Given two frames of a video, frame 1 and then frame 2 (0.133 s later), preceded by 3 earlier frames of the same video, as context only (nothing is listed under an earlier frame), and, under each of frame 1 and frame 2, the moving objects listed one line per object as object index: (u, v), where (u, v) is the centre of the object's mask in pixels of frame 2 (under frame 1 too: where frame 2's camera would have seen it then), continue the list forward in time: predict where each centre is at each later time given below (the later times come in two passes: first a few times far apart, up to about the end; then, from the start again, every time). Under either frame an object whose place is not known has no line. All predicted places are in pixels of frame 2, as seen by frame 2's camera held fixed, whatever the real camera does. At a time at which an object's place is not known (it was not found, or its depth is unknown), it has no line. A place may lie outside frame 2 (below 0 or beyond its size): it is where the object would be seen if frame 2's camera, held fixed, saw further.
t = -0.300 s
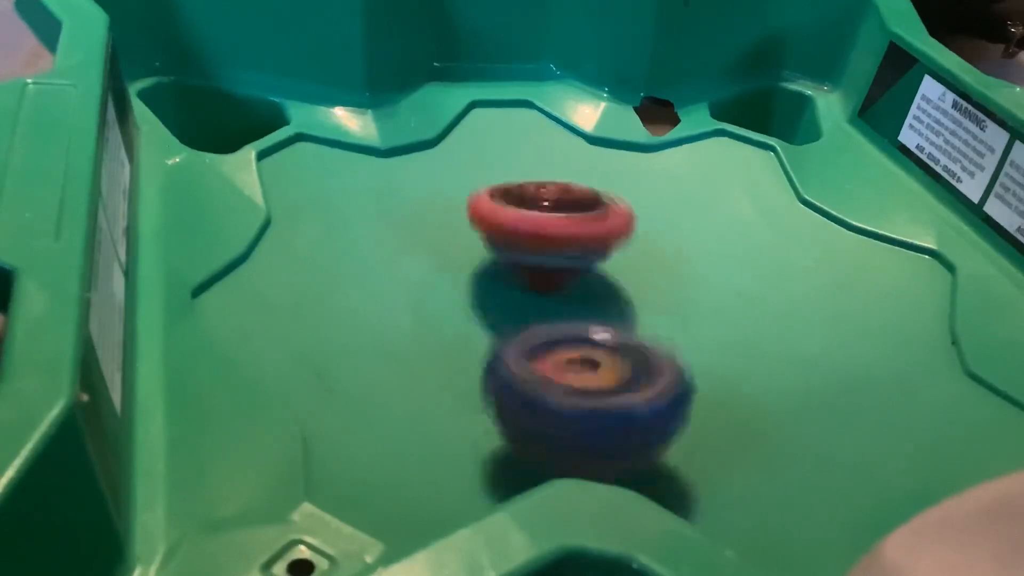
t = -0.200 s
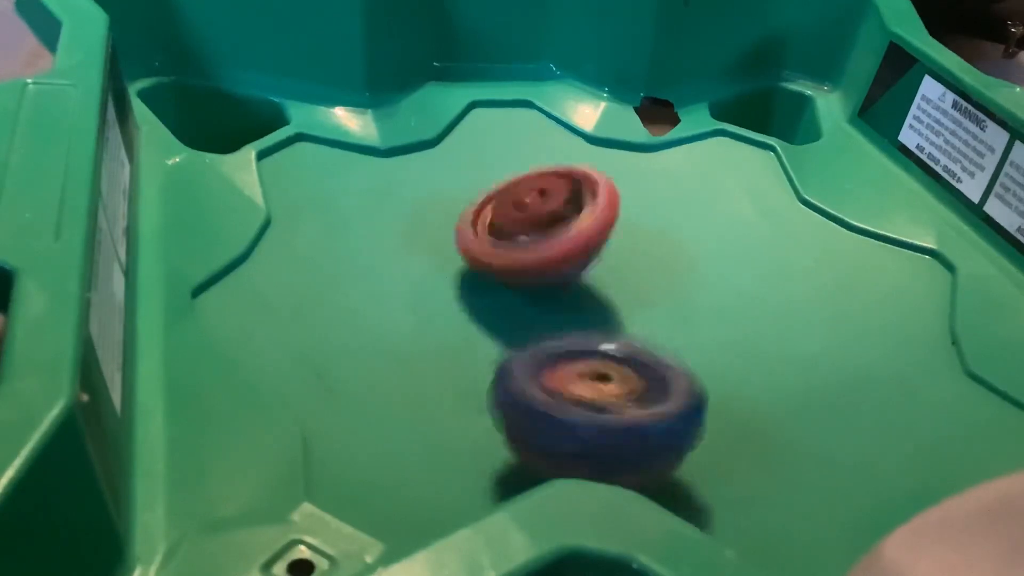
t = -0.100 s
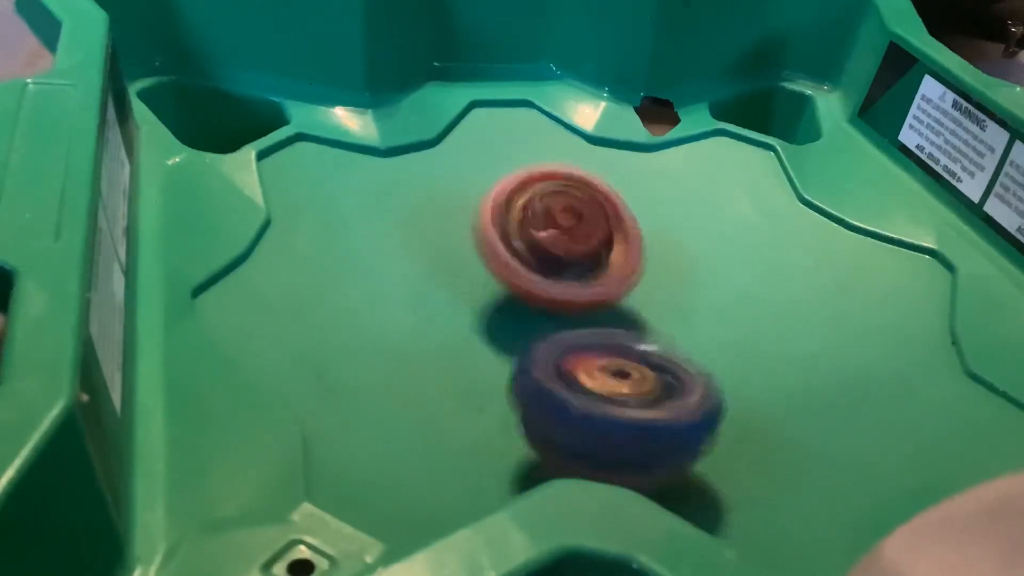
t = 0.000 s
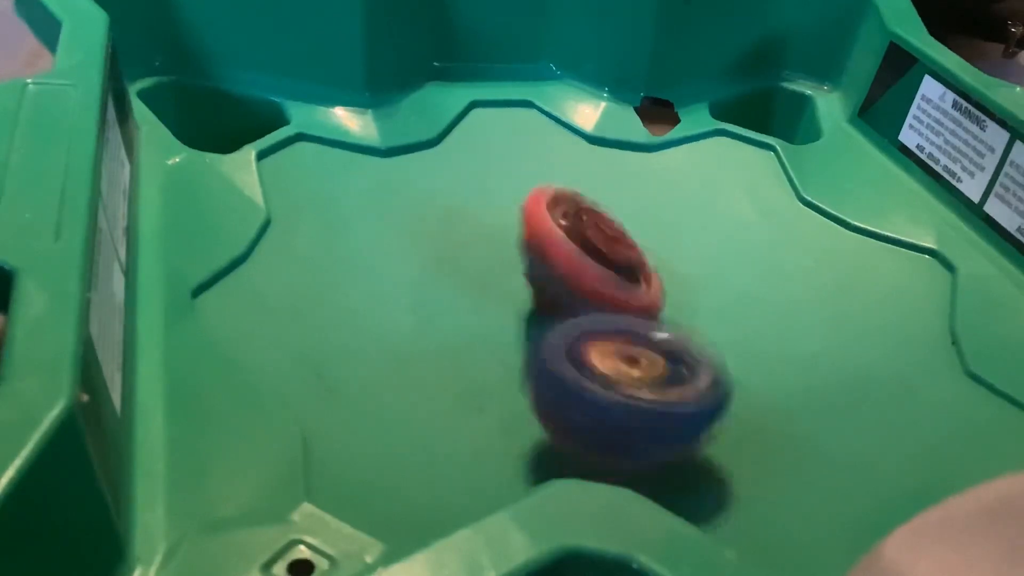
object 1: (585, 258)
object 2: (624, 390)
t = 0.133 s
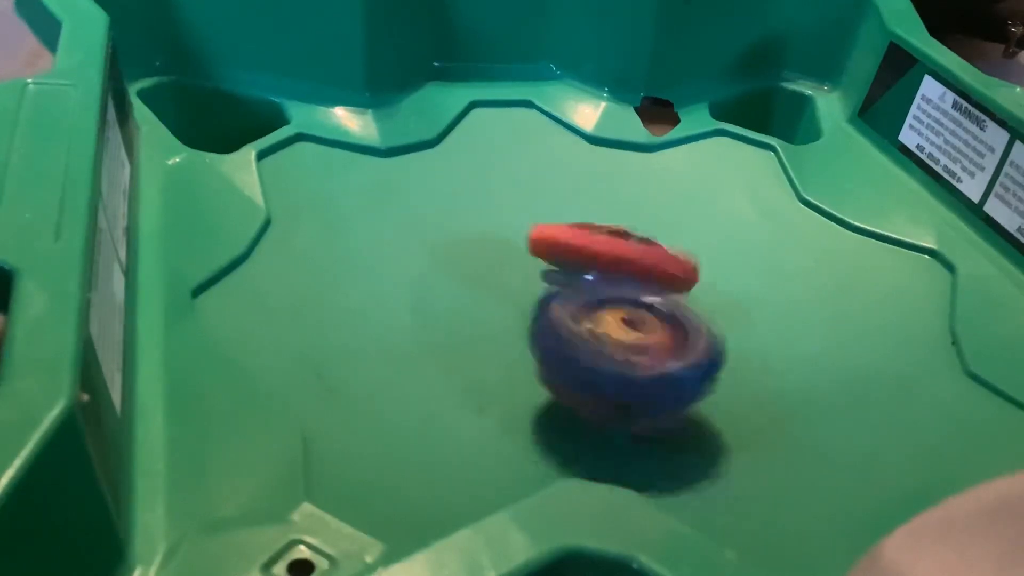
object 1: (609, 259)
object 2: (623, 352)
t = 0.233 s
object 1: (642, 240)
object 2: (619, 361)
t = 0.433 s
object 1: (675, 235)
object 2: (599, 366)
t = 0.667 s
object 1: (684, 278)
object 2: (532, 362)
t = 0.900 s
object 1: (664, 285)
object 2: (534, 334)
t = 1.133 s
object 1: (667, 290)
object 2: (490, 326)
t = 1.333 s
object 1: (651, 299)
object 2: (506, 328)
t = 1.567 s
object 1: (649, 299)
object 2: (505, 327)
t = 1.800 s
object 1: (650, 299)
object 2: (504, 326)
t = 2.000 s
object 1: (650, 299)
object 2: (504, 326)
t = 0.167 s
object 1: (620, 251)
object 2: (620, 355)
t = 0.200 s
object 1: (630, 240)
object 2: (619, 356)
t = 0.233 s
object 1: (642, 240)
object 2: (619, 361)
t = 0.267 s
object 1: (652, 238)
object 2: (618, 363)
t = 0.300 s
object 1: (663, 236)
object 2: (613, 364)
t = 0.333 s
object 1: (671, 234)
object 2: (610, 367)
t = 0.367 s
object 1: (675, 232)
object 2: (609, 369)
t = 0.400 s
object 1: (677, 230)
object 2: (603, 365)
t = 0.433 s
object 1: (675, 235)
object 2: (599, 366)
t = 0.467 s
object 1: (675, 244)
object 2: (596, 365)
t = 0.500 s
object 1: (680, 250)
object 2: (591, 361)
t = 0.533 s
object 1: (680, 257)
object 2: (587, 358)
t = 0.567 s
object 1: (677, 265)
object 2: (585, 357)
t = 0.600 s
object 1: (674, 273)
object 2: (578, 353)
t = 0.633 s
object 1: (683, 279)
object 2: (553, 354)
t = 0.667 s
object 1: (684, 278)
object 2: (532, 362)
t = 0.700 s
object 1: (686, 274)
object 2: (522, 359)
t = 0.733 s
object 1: (686, 275)
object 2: (518, 348)
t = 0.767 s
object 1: (691, 277)
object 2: (514, 344)
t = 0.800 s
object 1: (691, 278)
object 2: (512, 342)
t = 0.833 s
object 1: (679, 283)
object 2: (514, 341)
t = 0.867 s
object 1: (669, 286)
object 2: (524, 341)
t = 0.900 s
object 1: (664, 285)
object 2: (534, 334)
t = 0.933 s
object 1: (668, 281)
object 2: (535, 330)
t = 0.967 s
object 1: (669, 277)
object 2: (518, 323)
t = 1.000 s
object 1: (674, 280)
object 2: (502, 326)
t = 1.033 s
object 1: (675, 284)
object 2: (489, 323)
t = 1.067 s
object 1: (675, 288)
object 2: (488, 323)
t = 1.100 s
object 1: (672, 289)
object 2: (489, 325)
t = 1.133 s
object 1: (667, 290)
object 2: (490, 326)
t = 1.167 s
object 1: (661, 291)
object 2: (493, 331)
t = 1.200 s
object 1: (658, 294)
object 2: (498, 330)
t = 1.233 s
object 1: (657, 295)
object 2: (501, 328)
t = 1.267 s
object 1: (655, 296)
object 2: (503, 328)
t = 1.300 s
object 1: (654, 297)
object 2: (504, 328)
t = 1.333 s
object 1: (651, 299)
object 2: (506, 328)
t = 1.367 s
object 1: (651, 300)
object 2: (506, 328)
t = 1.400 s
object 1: (651, 300)
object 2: (505, 327)
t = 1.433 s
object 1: (651, 300)
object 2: (504, 326)
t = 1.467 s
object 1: (651, 300)
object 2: (503, 325)
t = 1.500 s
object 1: (654, 296)
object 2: (504, 325)
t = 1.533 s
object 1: (650, 299)
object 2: (504, 326)
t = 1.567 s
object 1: (649, 299)
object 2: (505, 327)
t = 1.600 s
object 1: (649, 299)
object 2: (505, 327)
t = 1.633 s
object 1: (650, 299)
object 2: (504, 327)
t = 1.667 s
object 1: (650, 299)
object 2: (504, 326)
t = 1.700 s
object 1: (651, 299)
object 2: (503, 326)
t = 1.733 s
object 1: (650, 299)
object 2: (504, 326)
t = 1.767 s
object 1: (650, 299)
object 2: (504, 326)
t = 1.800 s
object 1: (650, 299)
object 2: (504, 326)
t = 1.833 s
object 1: (650, 299)
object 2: (504, 326)
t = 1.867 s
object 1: (650, 299)
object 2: (504, 326)
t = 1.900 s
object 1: (650, 299)
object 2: (504, 326)
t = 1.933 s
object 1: (650, 299)
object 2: (504, 326)
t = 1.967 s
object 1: (650, 299)
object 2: (504, 326)
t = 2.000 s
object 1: (650, 299)
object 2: (504, 326)
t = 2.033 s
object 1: (650, 299)
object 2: (504, 326)
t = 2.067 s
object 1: (650, 299)
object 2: (504, 326)
